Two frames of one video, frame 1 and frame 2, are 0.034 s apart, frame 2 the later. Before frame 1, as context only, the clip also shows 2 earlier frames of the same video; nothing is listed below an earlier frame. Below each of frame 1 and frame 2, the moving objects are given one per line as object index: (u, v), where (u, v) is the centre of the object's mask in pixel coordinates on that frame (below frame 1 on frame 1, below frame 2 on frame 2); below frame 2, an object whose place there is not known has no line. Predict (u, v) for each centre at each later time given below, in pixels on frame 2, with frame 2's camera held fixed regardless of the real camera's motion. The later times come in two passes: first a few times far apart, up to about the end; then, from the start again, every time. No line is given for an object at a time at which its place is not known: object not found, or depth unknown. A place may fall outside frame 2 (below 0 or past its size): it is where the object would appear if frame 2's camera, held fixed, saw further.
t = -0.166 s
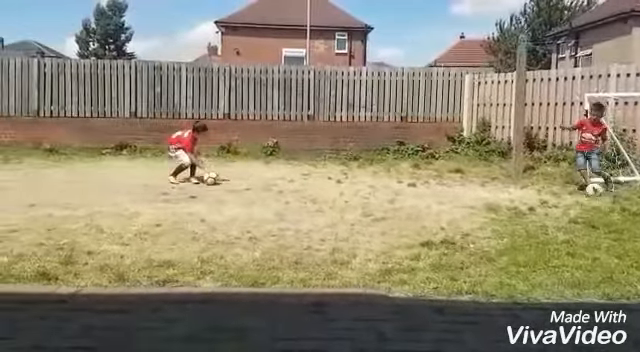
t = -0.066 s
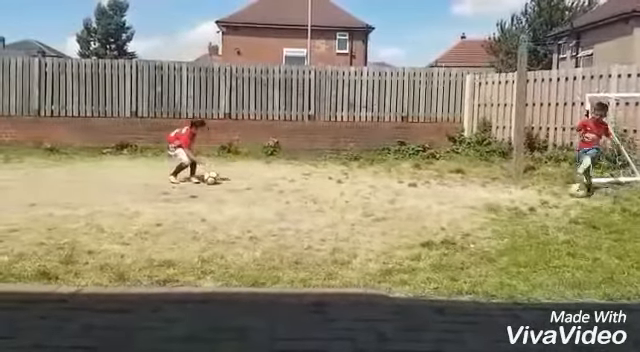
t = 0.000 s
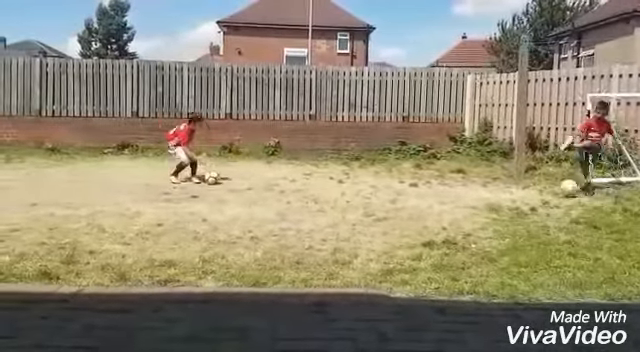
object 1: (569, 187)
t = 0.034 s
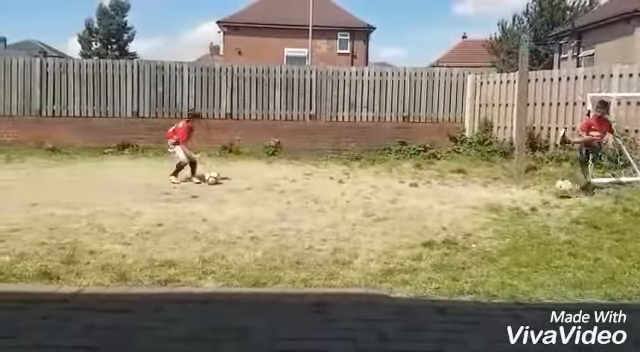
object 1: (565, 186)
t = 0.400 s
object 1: (508, 186)
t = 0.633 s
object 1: (477, 188)
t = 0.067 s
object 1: (558, 185)
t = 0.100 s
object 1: (552, 187)
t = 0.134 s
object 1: (547, 189)
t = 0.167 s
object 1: (542, 192)
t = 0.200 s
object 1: (536, 191)
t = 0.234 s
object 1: (532, 189)
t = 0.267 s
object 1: (526, 187)
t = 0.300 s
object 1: (522, 186)
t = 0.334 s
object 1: (518, 186)
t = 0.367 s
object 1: (513, 186)
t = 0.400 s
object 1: (508, 186)
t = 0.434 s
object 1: (503, 189)
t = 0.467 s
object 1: (498, 190)
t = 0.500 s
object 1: (494, 188)
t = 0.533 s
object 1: (489, 187)
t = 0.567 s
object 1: (485, 186)
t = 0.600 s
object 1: (481, 187)
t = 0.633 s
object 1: (477, 188)
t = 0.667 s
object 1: (473, 188)
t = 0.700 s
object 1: (469, 188)
